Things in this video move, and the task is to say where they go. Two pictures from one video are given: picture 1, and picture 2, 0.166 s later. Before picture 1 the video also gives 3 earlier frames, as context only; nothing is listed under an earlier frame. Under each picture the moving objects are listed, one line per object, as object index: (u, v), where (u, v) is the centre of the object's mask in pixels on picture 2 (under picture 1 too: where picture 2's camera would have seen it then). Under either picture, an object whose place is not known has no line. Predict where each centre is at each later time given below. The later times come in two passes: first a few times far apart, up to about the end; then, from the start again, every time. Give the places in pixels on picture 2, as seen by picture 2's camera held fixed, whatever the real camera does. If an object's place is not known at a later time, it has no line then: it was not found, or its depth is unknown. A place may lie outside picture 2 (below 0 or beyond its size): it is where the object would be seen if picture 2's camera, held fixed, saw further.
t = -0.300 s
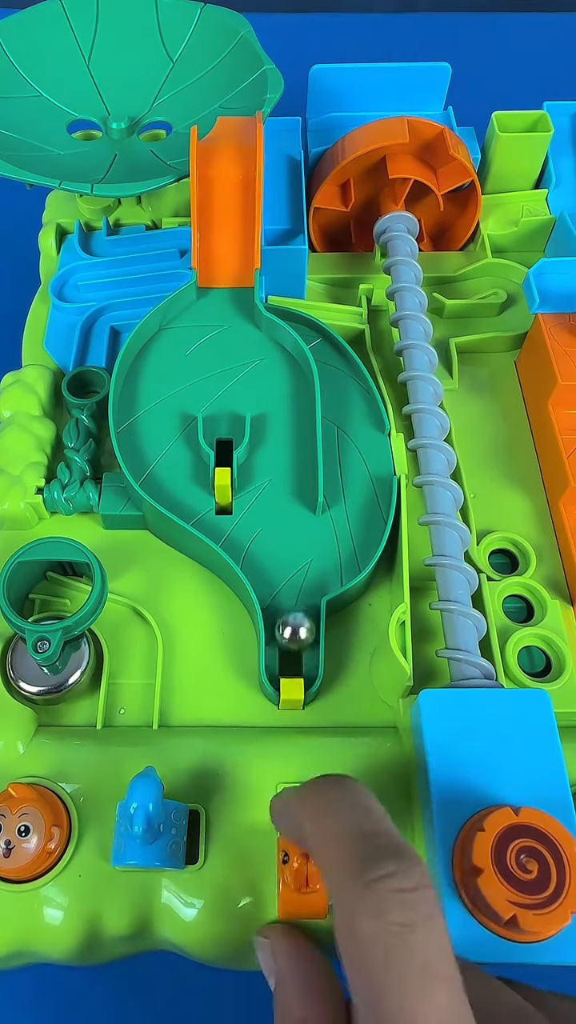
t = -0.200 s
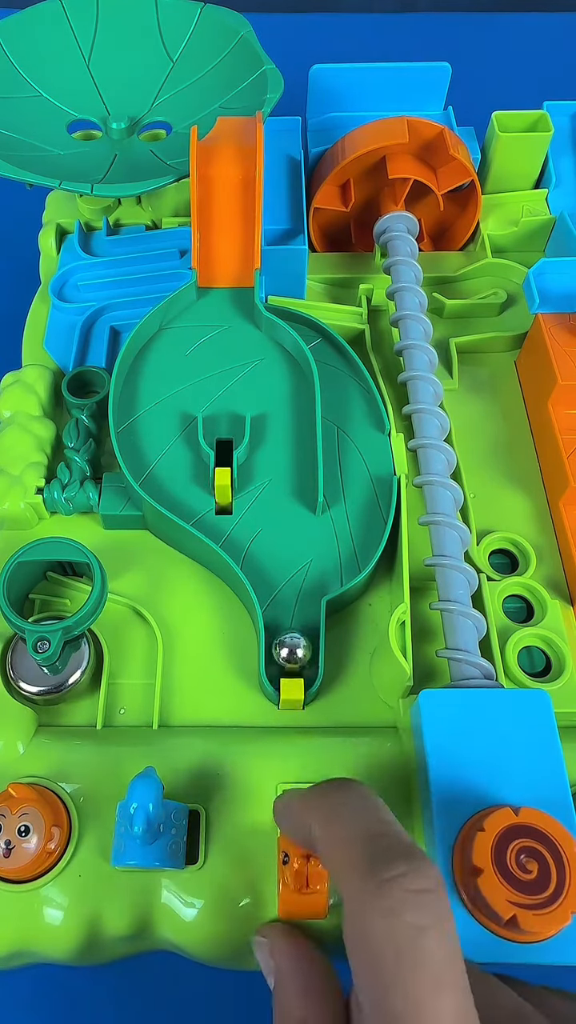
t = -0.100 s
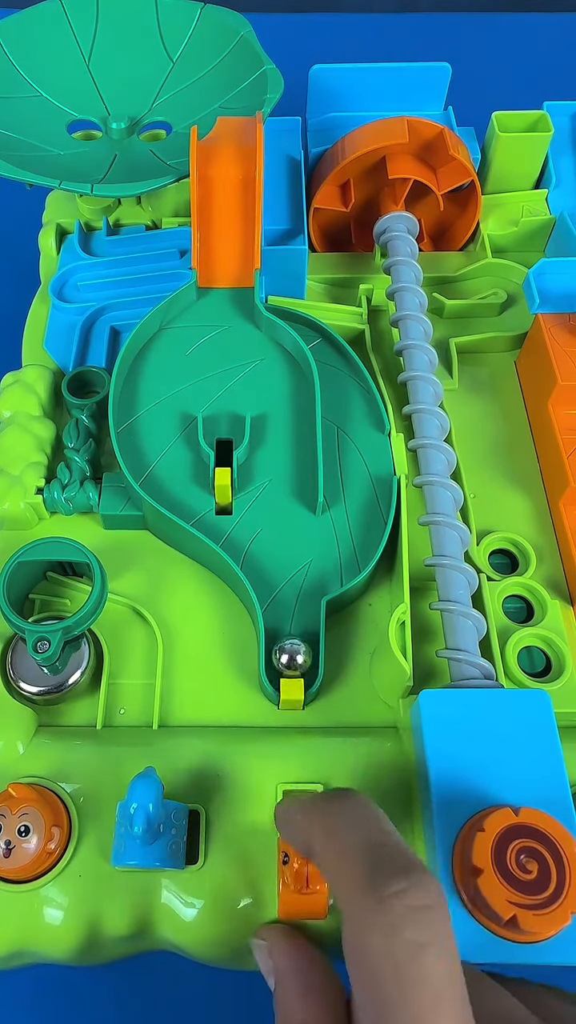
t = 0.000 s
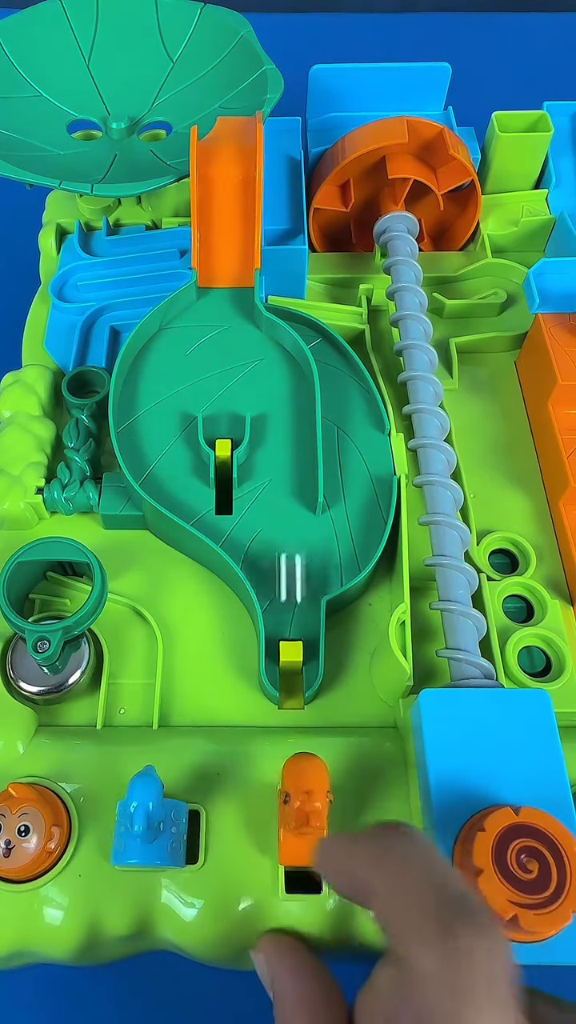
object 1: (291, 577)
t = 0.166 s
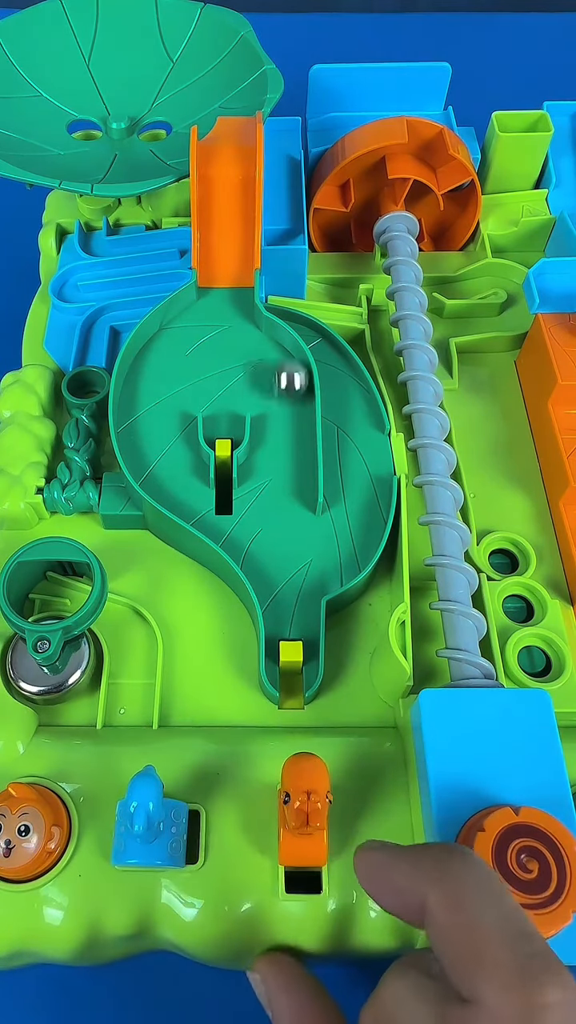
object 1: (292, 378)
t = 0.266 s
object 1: (268, 355)
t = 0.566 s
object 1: (231, 400)
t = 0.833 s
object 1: (222, 417)
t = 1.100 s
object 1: (222, 418)
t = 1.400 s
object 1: (222, 419)
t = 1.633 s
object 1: (223, 419)
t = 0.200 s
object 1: (288, 363)
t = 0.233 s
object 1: (281, 355)
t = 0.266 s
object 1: (268, 355)
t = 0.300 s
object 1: (262, 361)
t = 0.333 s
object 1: (257, 372)
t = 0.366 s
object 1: (251, 390)
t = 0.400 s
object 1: (249, 388)
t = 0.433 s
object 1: (247, 390)
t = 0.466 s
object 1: (244, 392)
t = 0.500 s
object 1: (241, 393)
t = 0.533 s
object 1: (236, 395)
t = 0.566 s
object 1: (231, 400)
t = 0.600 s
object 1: (223, 417)
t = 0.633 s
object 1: (224, 417)
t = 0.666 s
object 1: (223, 418)
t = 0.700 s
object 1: (222, 418)
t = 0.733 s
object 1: (222, 418)
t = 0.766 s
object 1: (222, 418)
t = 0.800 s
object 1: (222, 418)
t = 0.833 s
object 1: (222, 417)
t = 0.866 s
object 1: (222, 418)
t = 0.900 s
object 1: (222, 418)
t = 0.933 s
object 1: (222, 418)
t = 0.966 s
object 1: (222, 418)
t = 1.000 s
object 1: (222, 418)
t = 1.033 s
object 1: (222, 418)
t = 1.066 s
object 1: (222, 418)
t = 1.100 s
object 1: (222, 418)
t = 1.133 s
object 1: (222, 418)
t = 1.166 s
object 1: (222, 419)
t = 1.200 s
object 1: (222, 419)
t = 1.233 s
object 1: (222, 419)
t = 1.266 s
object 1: (222, 419)
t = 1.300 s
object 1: (222, 419)
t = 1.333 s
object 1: (222, 419)
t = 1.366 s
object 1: (222, 419)
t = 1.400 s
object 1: (222, 419)
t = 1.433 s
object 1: (222, 419)
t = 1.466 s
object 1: (222, 419)
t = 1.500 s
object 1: (222, 419)
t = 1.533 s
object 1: (222, 419)
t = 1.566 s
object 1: (222, 419)
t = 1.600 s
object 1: (222, 419)
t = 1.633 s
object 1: (223, 419)
